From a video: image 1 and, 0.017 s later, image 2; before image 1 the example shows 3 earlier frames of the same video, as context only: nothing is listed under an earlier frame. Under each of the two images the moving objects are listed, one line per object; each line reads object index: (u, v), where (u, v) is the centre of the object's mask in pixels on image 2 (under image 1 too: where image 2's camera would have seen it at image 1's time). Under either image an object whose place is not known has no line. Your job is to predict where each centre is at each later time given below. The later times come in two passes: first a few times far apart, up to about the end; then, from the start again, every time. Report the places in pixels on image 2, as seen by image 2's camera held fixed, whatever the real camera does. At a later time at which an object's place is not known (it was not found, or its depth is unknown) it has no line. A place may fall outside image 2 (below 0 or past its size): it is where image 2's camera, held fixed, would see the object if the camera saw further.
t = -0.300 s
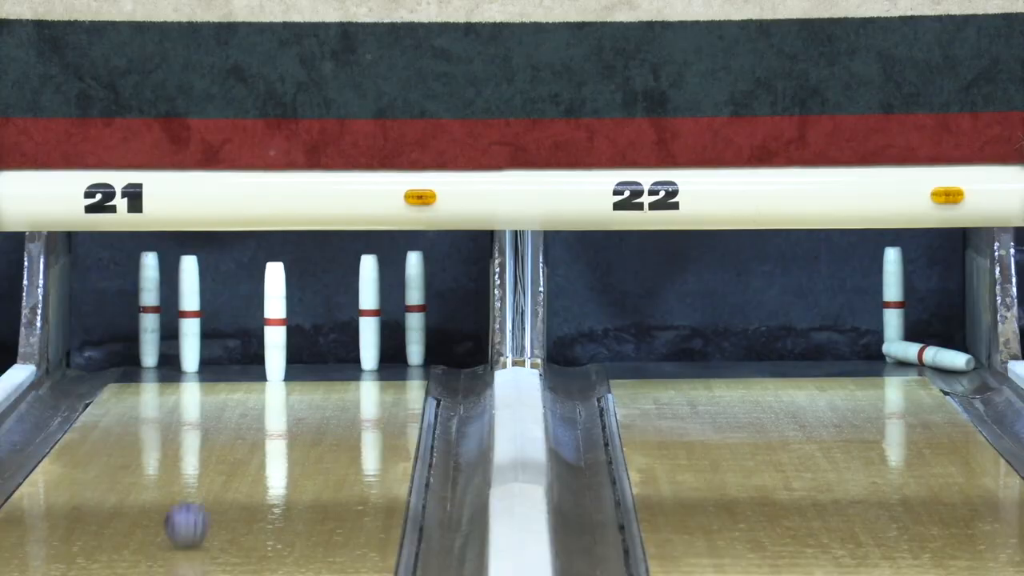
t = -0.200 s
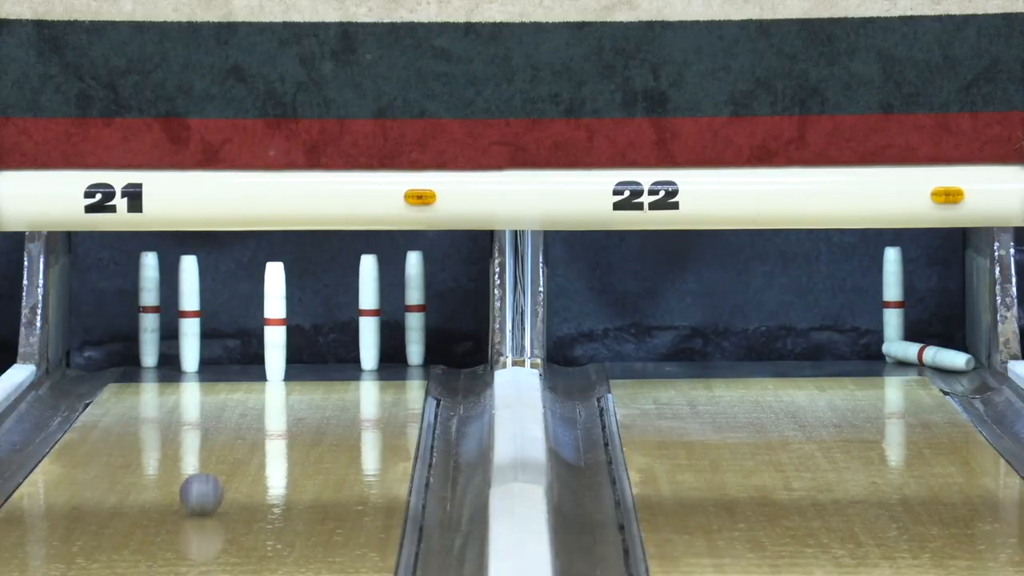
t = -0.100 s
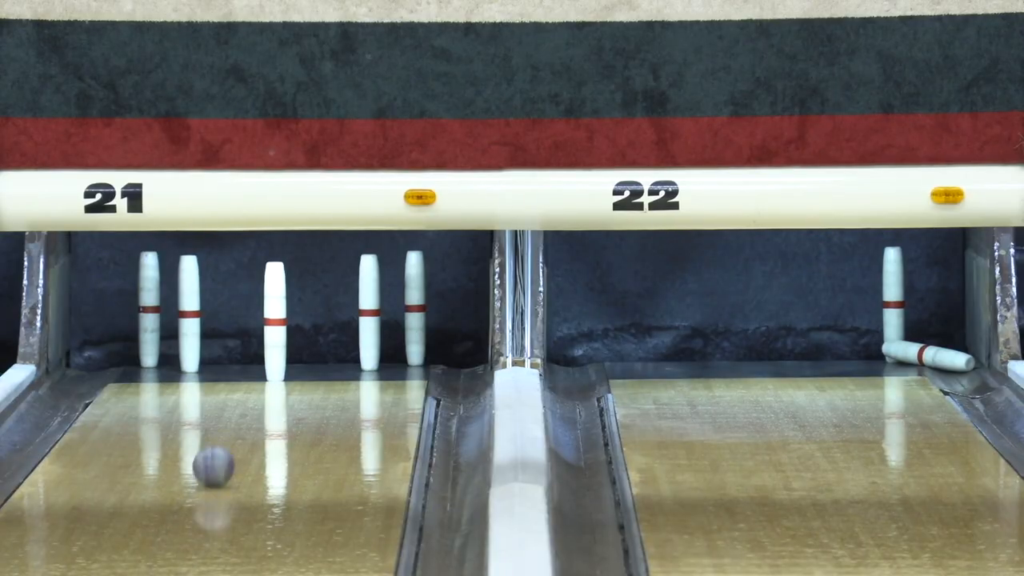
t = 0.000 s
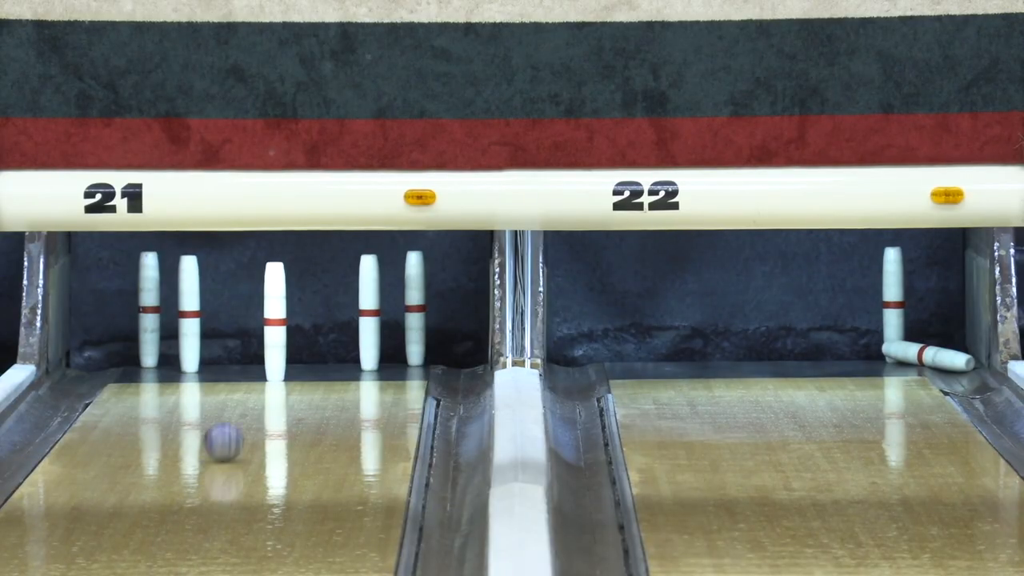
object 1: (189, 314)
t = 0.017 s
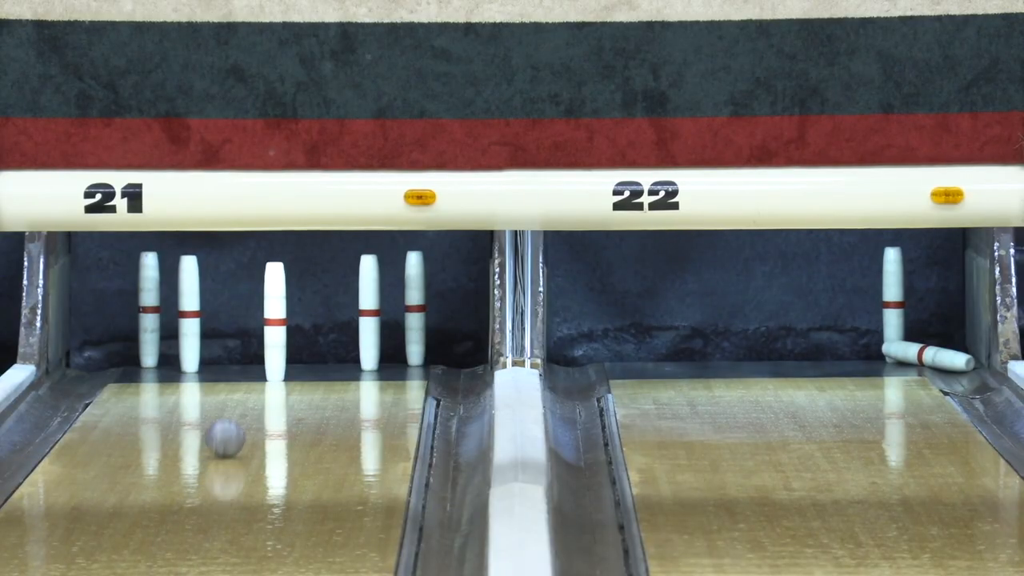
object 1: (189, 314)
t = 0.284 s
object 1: (189, 314)
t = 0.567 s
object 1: (174, 316)
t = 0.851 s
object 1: (118, 352)
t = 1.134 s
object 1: (127, 360)
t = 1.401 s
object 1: (128, 361)
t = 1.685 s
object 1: (128, 362)
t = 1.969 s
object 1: (128, 362)
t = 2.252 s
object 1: (127, 362)
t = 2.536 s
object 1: (127, 362)
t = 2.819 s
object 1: (126, 363)
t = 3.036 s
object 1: (125, 363)
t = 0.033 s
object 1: (189, 314)
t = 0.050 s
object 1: (189, 314)
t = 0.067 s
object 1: (189, 314)
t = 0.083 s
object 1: (189, 314)
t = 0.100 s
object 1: (189, 314)
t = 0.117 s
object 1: (189, 314)
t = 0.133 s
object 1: (189, 314)
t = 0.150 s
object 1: (189, 314)
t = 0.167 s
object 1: (189, 314)
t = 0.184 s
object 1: (189, 314)
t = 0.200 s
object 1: (189, 314)
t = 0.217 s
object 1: (189, 313)
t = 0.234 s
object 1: (189, 313)
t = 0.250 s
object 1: (189, 313)
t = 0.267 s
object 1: (189, 314)
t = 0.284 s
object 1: (189, 314)
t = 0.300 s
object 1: (189, 314)
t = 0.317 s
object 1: (189, 314)
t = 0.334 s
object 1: (189, 313)
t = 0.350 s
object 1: (189, 314)
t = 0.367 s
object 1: (189, 314)
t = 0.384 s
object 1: (189, 314)
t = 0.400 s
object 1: (189, 314)
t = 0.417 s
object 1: (189, 313)
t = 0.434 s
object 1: (189, 313)
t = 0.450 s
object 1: (189, 313)
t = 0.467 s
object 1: (189, 313)
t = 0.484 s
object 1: (189, 313)
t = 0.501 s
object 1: (189, 313)
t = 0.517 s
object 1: (186, 316)
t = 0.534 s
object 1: (182, 315)
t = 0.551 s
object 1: (179, 313)
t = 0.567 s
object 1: (174, 316)
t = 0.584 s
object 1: (170, 316)
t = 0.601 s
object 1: (166, 319)
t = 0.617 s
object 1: (163, 321)
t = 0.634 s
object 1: (160, 326)
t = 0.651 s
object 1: (157, 331)
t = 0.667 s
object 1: (155, 337)
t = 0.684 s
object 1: (151, 344)
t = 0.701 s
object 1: (147, 353)
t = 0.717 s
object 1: (137, 357)
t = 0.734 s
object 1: (136, 359)
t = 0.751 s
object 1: (133, 357)
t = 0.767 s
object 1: (130, 355)
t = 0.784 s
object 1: (126, 354)
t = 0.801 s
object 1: (124, 353)
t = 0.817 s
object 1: (122, 352)
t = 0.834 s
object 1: (120, 352)
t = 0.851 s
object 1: (118, 352)
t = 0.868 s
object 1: (117, 353)
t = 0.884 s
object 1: (119, 355)
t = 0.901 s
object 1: (120, 358)
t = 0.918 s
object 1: (123, 360)
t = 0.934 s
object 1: (123, 361)
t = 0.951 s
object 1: (124, 360)
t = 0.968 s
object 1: (124, 359)
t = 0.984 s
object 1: (125, 358)
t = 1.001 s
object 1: (126, 358)
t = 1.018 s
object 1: (127, 359)
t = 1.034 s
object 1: (127, 360)
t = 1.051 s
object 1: (128, 361)
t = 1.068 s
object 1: (129, 361)
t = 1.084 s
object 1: (128, 361)
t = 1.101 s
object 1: (128, 360)
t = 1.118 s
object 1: (128, 360)
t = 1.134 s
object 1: (127, 360)
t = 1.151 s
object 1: (127, 360)
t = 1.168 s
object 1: (127, 360)
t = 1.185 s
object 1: (127, 361)
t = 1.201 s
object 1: (127, 361)
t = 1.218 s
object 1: (128, 362)
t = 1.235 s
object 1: (128, 361)
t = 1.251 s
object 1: (128, 361)
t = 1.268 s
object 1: (128, 360)
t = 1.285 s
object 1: (129, 361)
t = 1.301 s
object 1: (129, 361)
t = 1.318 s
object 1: (129, 361)
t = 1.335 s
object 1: (129, 361)
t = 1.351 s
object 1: (126, 361)
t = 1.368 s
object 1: (128, 361)
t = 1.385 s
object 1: (128, 361)
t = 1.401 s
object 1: (128, 361)
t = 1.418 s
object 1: (127, 361)
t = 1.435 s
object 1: (127, 361)
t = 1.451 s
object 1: (127, 361)
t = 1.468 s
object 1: (127, 362)
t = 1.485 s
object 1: (127, 362)
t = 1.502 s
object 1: (127, 361)
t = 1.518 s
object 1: (127, 361)
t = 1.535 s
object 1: (128, 361)
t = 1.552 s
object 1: (128, 361)
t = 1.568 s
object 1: (128, 362)
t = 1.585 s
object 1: (128, 362)
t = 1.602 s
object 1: (128, 362)
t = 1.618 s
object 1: (127, 362)
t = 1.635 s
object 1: (127, 362)
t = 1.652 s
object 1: (128, 362)
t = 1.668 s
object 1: (128, 362)
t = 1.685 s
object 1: (128, 362)
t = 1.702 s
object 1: (128, 362)
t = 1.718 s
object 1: (128, 361)
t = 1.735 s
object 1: (128, 361)
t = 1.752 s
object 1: (128, 362)
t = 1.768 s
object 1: (128, 362)
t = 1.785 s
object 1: (128, 362)
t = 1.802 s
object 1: (128, 362)
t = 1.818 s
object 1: (128, 362)
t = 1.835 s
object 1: (128, 362)
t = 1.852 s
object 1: (128, 362)
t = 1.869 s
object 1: (128, 362)
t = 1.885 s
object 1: (128, 362)
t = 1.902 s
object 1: (128, 362)
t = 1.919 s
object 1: (128, 362)
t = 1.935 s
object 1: (128, 362)
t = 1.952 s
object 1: (128, 362)
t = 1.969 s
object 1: (128, 362)
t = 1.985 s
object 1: (128, 362)
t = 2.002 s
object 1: (128, 362)
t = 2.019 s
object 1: (127, 362)
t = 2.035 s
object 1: (128, 362)
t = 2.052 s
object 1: (128, 362)
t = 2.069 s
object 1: (128, 362)
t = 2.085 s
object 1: (127, 362)
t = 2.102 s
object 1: (127, 362)
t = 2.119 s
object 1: (127, 362)
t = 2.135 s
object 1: (127, 362)
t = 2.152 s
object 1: (127, 362)
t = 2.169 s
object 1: (127, 362)
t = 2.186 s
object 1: (127, 362)
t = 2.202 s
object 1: (127, 362)
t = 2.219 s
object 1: (127, 362)
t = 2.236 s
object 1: (127, 362)
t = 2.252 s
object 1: (127, 362)
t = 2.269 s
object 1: (127, 362)
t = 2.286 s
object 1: (127, 362)
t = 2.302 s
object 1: (127, 362)
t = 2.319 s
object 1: (127, 362)
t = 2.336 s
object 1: (127, 363)
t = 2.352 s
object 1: (127, 363)
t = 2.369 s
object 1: (127, 363)
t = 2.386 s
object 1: (127, 362)
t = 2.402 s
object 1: (127, 362)
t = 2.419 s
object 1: (127, 362)
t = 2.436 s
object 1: (127, 363)
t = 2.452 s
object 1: (127, 362)
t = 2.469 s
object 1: (127, 362)
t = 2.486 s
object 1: (127, 362)
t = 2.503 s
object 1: (127, 362)
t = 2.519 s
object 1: (127, 363)
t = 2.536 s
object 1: (127, 362)
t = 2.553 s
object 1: (126, 363)
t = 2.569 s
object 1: (126, 362)
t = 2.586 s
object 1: (126, 363)
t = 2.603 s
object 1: (126, 363)
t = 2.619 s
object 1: (127, 363)
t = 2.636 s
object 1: (127, 363)
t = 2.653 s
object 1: (126, 363)
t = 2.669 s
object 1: (127, 363)
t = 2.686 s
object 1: (126, 363)
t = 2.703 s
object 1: (126, 363)
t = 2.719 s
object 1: (126, 363)
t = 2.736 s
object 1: (126, 363)
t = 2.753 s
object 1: (126, 363)
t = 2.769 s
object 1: (126, 363)
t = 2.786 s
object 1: (126, 363)
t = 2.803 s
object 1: (126, 363)
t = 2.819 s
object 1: (126, 363)
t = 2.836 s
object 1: (126, 363)
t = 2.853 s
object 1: (126, 363)
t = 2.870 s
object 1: (126, 363)
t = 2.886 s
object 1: (126, 363)
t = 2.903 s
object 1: (126, 363)
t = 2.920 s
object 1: (126, 363)
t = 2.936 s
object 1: (126, 363)
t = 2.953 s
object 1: (126, 363)
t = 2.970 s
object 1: (126, 363)
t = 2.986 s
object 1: (125, 363)
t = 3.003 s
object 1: (125, 363)
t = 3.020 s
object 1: (125, 363)
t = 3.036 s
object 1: (125, 363)
